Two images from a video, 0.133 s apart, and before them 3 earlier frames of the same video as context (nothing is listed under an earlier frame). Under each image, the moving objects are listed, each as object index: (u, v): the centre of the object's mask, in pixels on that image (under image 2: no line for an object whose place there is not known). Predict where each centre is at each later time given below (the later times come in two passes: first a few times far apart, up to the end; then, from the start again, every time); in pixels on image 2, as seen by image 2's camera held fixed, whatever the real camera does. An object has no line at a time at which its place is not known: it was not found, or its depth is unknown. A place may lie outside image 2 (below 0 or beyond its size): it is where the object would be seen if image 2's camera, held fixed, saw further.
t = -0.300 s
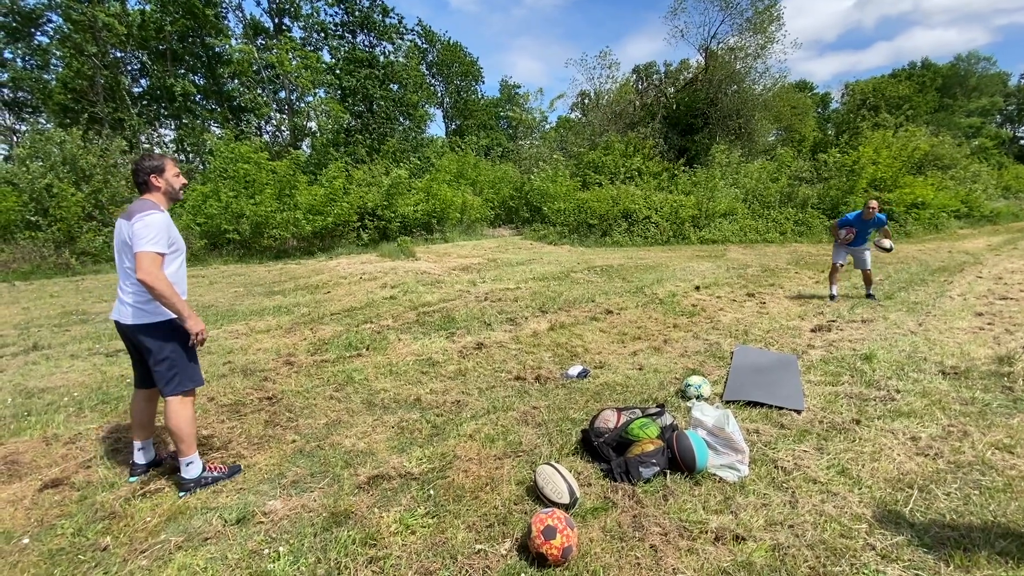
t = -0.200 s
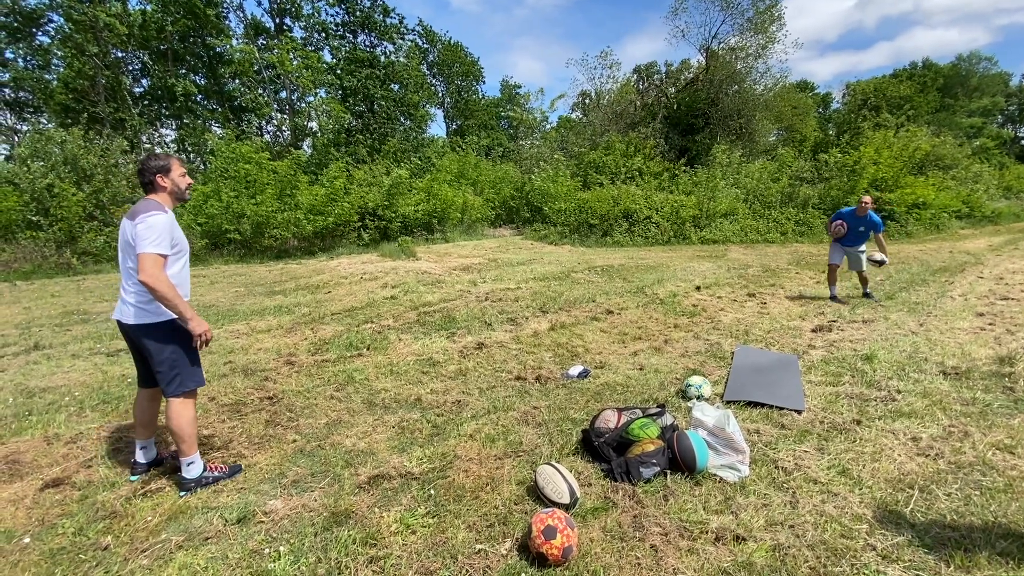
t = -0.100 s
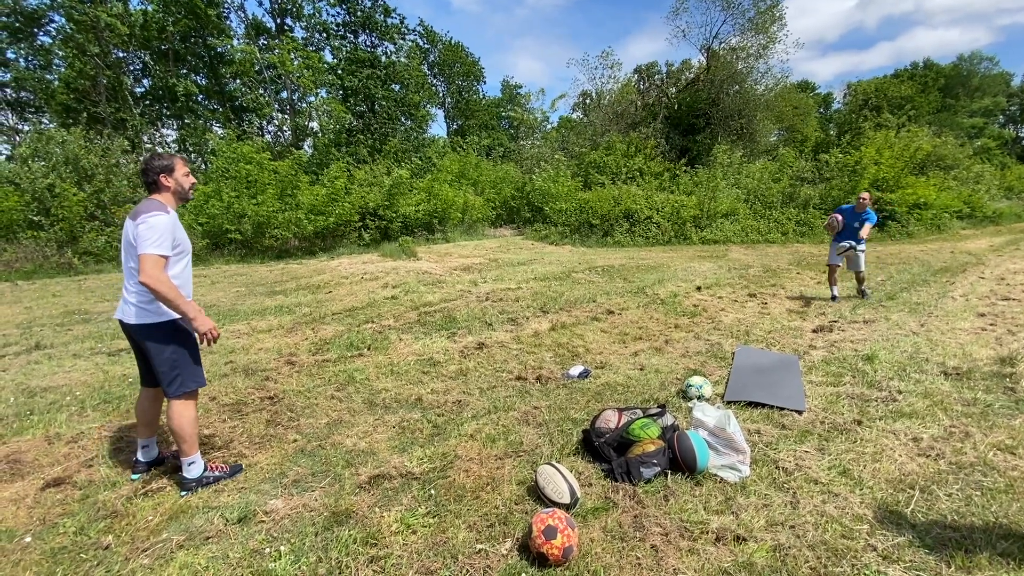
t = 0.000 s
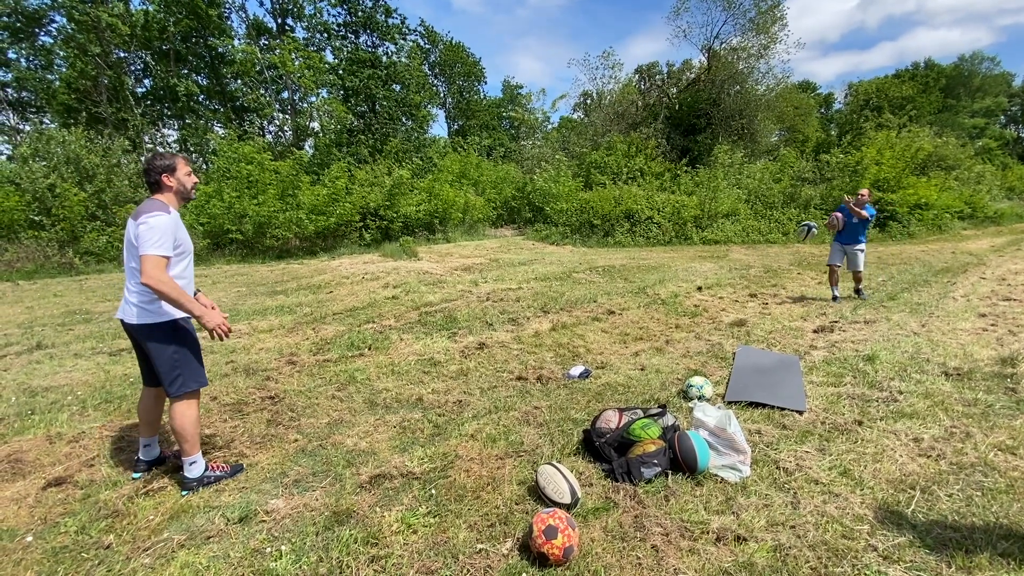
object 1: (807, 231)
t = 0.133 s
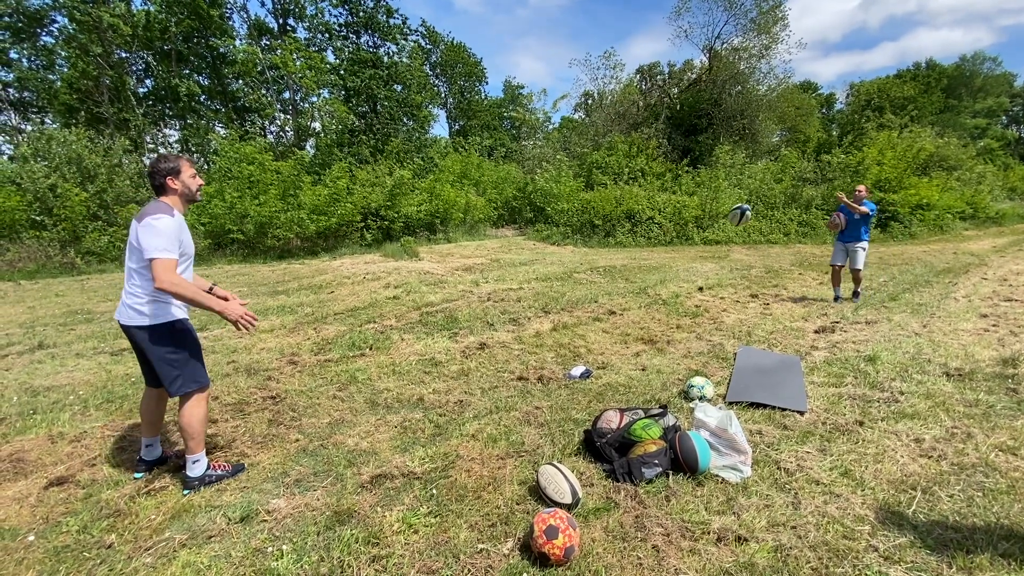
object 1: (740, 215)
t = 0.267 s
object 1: (652, 211)
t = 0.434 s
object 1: (503, 237)
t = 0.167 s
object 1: (721, 212)
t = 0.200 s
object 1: (700, 210)
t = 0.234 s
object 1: (677, 210)
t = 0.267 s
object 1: (652, 211)
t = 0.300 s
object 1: (626, 214)
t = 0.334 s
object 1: (600, 217)
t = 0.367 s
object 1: (571, 221)
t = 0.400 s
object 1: (538, 227)
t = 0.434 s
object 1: (503, 237)
